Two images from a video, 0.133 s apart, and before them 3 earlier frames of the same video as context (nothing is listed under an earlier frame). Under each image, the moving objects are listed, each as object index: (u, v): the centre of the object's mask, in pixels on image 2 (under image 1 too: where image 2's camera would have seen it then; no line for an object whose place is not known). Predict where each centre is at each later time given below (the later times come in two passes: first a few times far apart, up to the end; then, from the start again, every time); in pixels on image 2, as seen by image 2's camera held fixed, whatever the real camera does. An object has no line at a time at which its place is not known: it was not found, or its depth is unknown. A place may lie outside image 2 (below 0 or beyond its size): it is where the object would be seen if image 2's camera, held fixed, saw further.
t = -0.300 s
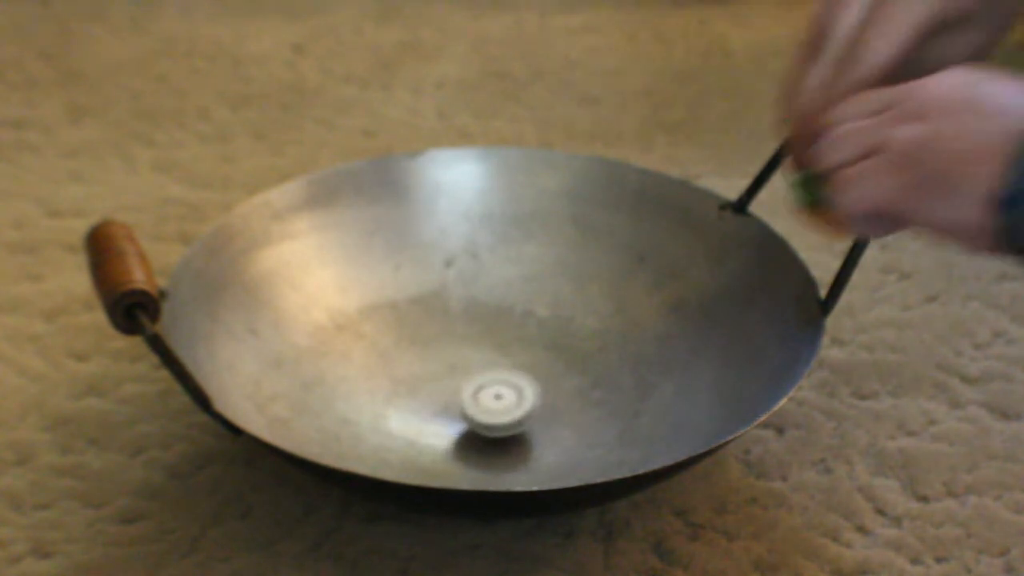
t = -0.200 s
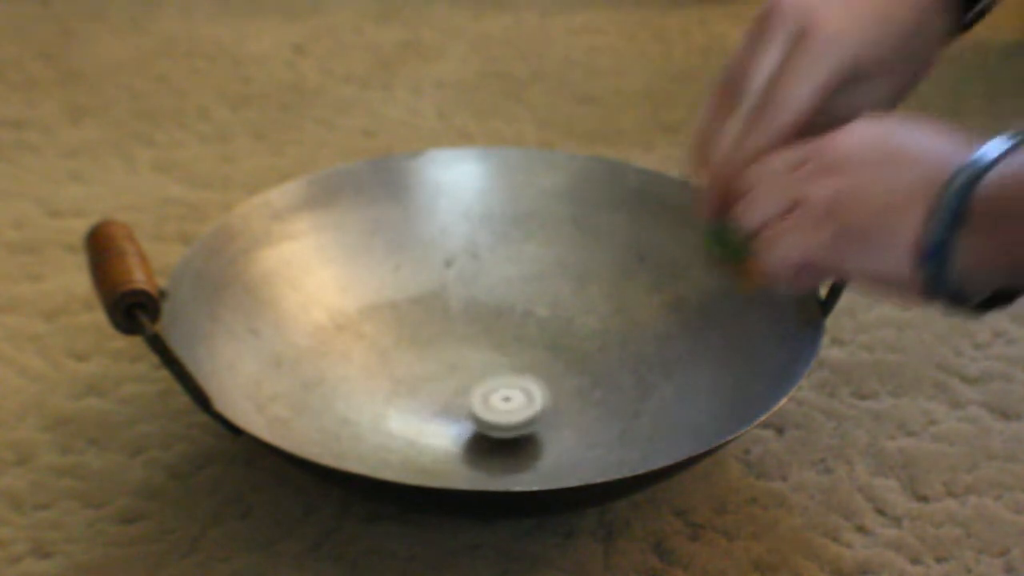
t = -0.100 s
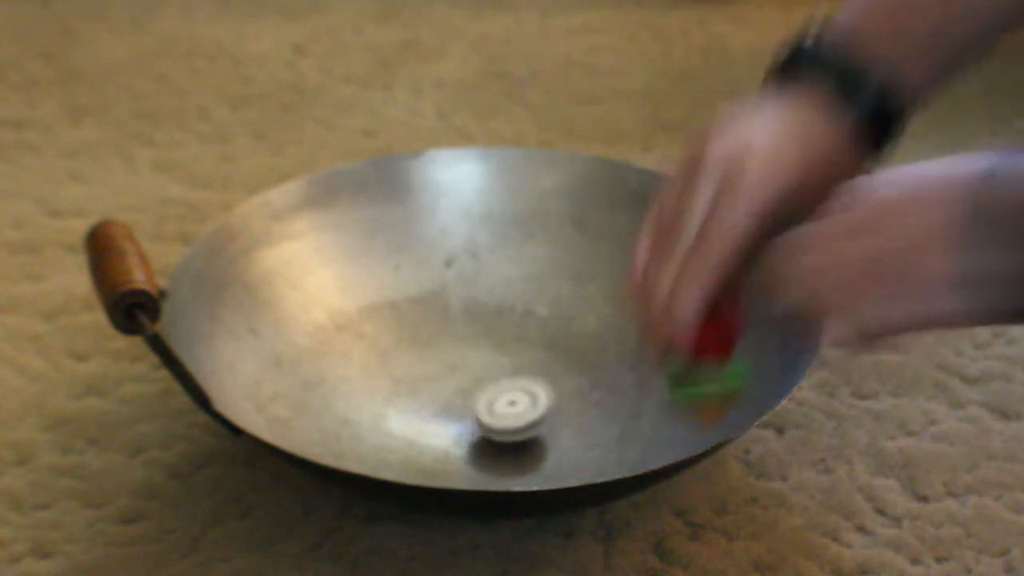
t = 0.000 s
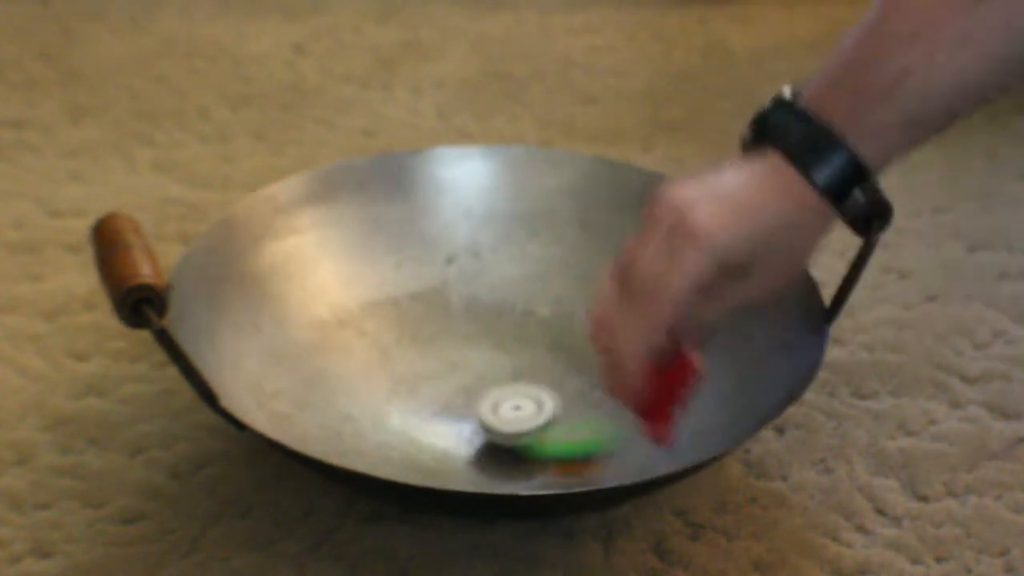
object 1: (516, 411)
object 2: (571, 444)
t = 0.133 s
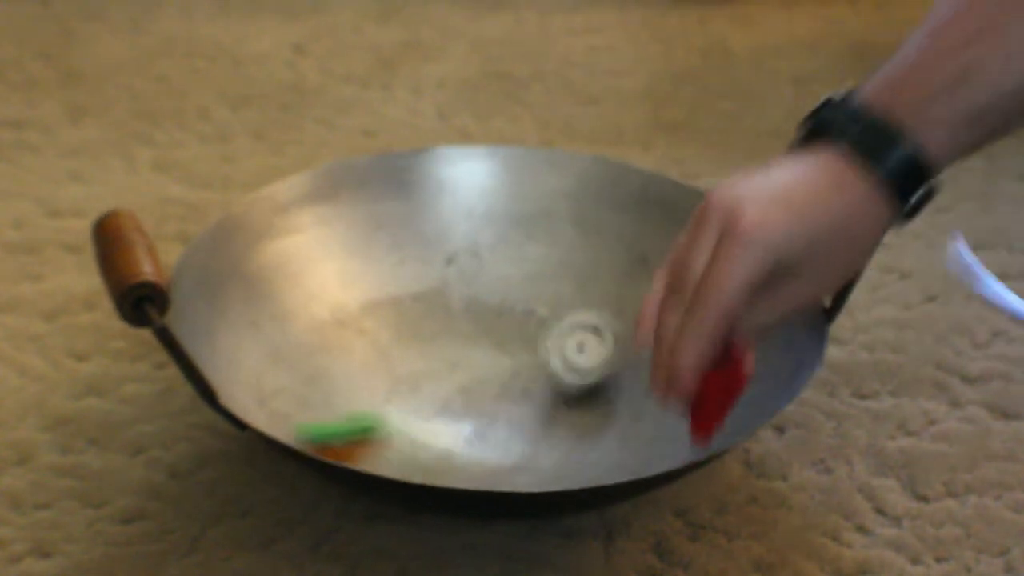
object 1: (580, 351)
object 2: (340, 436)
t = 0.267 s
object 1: (571, 322)
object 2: (279, 413)
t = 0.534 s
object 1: (589, 390)
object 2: (474, 409)
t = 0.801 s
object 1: (598, 419)
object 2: (401, 396)
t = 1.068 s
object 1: (500, 434)
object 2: (418, 403)
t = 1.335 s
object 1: (565, 442)
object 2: (384, 374)
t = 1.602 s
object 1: (553, 442)
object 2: (433, 391)
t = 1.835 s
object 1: (552, 442)
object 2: (487, 387)
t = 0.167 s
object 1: (587, 330)
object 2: (308, 426)
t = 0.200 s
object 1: (586, 319)
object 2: (287, 418)
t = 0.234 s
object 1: (578, 317)
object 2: (278, 413)
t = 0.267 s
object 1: (571, 322)
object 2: (279, 413)
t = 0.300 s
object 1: (566, 327)
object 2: (290, 417)
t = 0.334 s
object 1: (562, 331)
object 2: (314, 423)
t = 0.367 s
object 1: (558, 337)
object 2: (347, 422)
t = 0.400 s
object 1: (552, 348)
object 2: (387, 420)
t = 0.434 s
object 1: (544, 362)
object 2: (428, 419)
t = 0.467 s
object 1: (539, 379)
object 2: (466, 413)
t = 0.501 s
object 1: (549, 386)
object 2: (484, 412)
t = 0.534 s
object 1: (589, 390)
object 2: (474, 409)
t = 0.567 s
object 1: (612, 374)
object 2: (460, 405)
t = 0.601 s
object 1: (629, 369)
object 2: (447, 402)
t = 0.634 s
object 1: (650, 379)
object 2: (436, 400)
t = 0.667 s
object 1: (650, 387)
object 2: (426, 398)
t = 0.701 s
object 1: (646, 395)
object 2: (417, 397)
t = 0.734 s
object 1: (635, 409)
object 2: (409, 396)
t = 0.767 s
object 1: (619, 410)
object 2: (404, 396)
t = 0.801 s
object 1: (598, 419)
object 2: (401, 396)
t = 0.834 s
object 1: (579, 424)
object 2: (400, 396)
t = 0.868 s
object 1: (558, 428)
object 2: (399, 397)
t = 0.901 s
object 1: (539, 431)
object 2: (400, 398)
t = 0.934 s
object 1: (523, 432)
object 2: (402, 398)
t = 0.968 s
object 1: (511, 433)
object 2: (404, 399)
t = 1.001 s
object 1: (503, 433)
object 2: (408, 400)
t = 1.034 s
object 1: (501, 434)
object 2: (413, 402)
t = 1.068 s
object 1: (500, 434)
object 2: (418, 403)
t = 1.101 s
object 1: (501, 434)
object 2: (422, 404)
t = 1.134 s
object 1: (501, 434)
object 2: (425, 404)
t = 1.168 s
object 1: (508, 434)
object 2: (417, 393)
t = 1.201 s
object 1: (532, 428)
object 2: (392, 382)
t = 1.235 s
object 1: (554, 429)
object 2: (382, 376)
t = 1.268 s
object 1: (565, 438)
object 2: (379, 374)
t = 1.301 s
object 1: (567, 438)
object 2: (380, 373)
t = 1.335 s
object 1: (565, 442)
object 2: (384, 374)
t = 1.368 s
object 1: (561, 442)
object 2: (388, 376)
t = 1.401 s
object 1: (558, 442)
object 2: (394, 379)
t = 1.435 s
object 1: (555, 442)
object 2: (400, 380)
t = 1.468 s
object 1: (553, 442)
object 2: (407, 382)
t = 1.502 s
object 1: (553, 442)
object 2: (414, 385)
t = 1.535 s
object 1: (553, 442)
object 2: (421, 387)
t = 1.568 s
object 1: (553, 442)
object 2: (427, 389)
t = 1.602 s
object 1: (553, 442)
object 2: (433, 391)
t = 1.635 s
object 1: (553, 442)
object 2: (440, 390)
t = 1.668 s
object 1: (552, 442)
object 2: (448, 390)
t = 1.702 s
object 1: (552, 442)
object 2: (456, 390)
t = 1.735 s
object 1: (553, 442)
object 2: (464, 389)
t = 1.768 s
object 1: (552, 442)
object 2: (471, 388)
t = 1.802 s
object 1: (551, 442)
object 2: (480, 388)
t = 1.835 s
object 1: (552, 442)
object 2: (487, 387)
